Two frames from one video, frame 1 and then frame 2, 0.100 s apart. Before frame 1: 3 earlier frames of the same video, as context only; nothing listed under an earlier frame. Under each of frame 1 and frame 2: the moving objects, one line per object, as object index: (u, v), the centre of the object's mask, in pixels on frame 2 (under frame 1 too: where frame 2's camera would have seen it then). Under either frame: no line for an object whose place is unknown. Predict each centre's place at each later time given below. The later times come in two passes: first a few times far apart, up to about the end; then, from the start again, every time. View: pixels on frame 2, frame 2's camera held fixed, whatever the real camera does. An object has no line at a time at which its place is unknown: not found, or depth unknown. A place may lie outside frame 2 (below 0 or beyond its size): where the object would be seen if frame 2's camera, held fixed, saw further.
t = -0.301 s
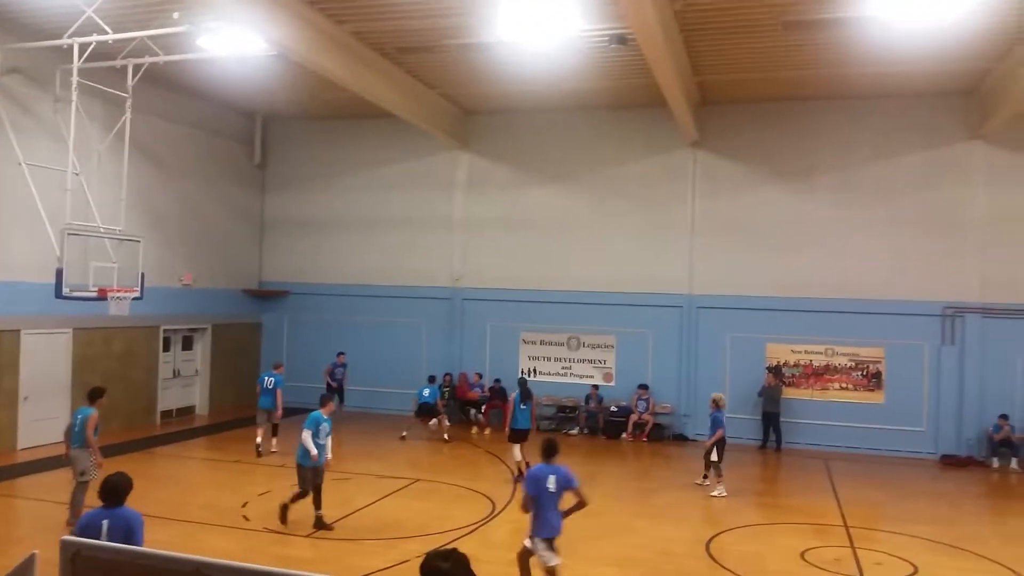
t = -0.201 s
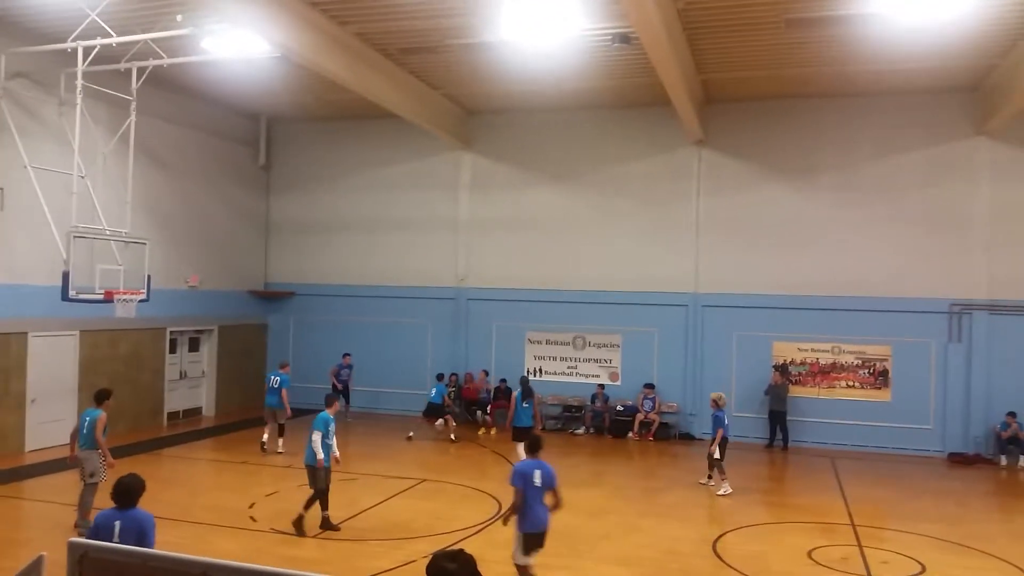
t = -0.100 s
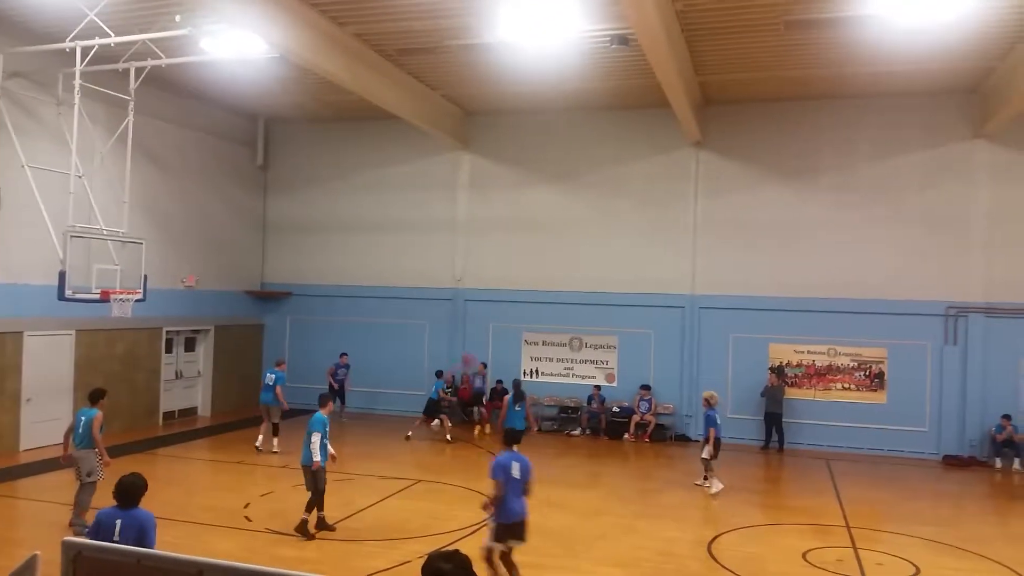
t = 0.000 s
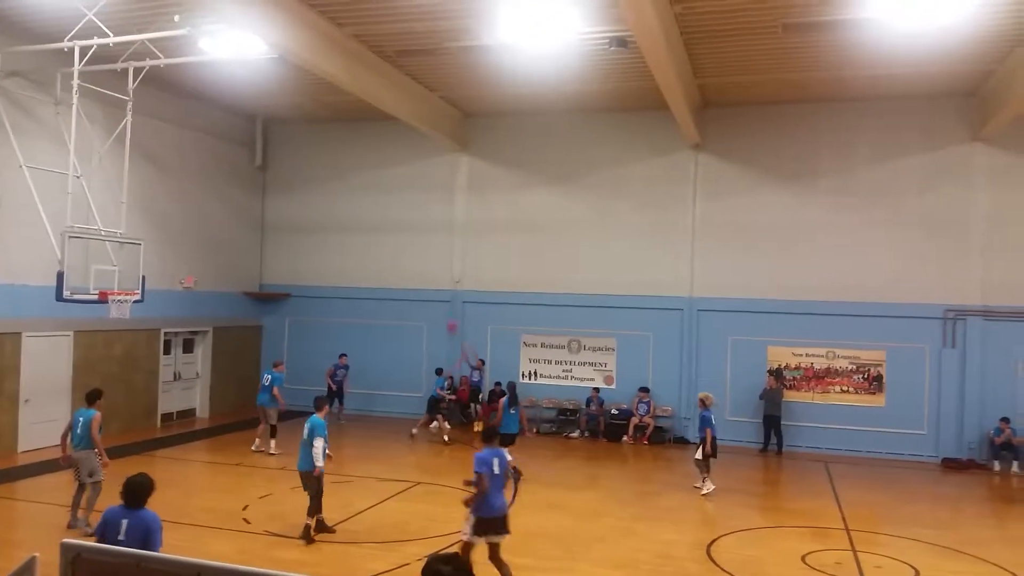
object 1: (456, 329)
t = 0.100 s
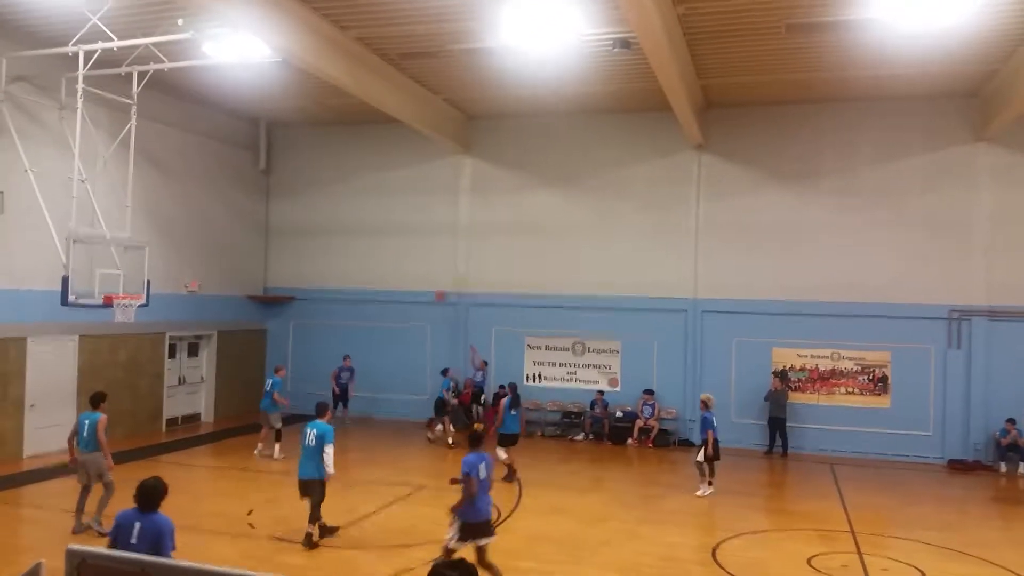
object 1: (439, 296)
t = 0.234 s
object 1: (419, 255)
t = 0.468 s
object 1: (377, 203)
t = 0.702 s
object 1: (330, 170)
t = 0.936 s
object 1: (278, 162)
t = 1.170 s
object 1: (223, 183)
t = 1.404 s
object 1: (159, 240)
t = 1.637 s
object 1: (138, 268)
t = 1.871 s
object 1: (192, 228)
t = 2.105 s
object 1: (244, 219)
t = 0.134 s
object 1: (435, 285)
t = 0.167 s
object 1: (429, 275)
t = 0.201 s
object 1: (424, 265)
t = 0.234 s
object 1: (419, 255)
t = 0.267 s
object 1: (413, 246)
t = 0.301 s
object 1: (407, 239)
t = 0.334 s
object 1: (401, 230)
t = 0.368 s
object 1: (395, 222)
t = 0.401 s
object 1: (390, 215)
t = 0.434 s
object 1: (383, 208)
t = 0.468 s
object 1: (377, 203)
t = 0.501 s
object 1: (371, 196)
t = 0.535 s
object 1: (365, 190)
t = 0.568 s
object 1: (358, 185)
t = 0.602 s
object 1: (350, 180)
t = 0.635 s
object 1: (344, 176)
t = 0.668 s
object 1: (337, 173)
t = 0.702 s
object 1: (330, 170)
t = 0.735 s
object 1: (323, 167)
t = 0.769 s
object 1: (315, 164)
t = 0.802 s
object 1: (307, 163)
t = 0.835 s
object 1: (301, 162)
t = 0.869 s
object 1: (293, 161)
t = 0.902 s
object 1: (286, 161)
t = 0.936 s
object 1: (278, 162)
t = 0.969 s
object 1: (271, 164)
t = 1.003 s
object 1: (265, 165)
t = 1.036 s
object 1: (257, 167)
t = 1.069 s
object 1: (248, 171)
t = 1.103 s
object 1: (240, 174)
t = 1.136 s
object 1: (231, 179)
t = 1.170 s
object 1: (223, 183)
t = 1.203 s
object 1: (215, 190)
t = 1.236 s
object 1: (206, 196)
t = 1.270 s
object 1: (197, 204)
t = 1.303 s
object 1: (188, 211)
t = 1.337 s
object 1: (179, 220)
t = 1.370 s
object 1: (169, 230)
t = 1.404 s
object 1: (159, 240)
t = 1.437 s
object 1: (149, 251)
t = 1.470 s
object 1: (138, 263)
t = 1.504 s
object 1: (130, 275)
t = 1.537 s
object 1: (119, 287)
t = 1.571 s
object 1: (121, 285)
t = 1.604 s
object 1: (130, 277)
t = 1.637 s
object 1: (138, 268)
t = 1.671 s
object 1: (145, 260)
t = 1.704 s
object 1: (154, 253)
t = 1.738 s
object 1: (162, 248)
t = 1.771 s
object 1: (171, 241)
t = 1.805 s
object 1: (178, 236)
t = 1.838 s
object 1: (186, 232)
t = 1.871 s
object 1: (192, 228)
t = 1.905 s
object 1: (200, 226)
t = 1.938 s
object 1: (208, 222)
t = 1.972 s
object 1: (216, 220)
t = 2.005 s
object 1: (223, 219)
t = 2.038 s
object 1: (230, 219)
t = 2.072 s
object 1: (237, 219)
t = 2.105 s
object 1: (244, 219)
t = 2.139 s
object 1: (252, 221)
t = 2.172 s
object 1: (260, 223)
